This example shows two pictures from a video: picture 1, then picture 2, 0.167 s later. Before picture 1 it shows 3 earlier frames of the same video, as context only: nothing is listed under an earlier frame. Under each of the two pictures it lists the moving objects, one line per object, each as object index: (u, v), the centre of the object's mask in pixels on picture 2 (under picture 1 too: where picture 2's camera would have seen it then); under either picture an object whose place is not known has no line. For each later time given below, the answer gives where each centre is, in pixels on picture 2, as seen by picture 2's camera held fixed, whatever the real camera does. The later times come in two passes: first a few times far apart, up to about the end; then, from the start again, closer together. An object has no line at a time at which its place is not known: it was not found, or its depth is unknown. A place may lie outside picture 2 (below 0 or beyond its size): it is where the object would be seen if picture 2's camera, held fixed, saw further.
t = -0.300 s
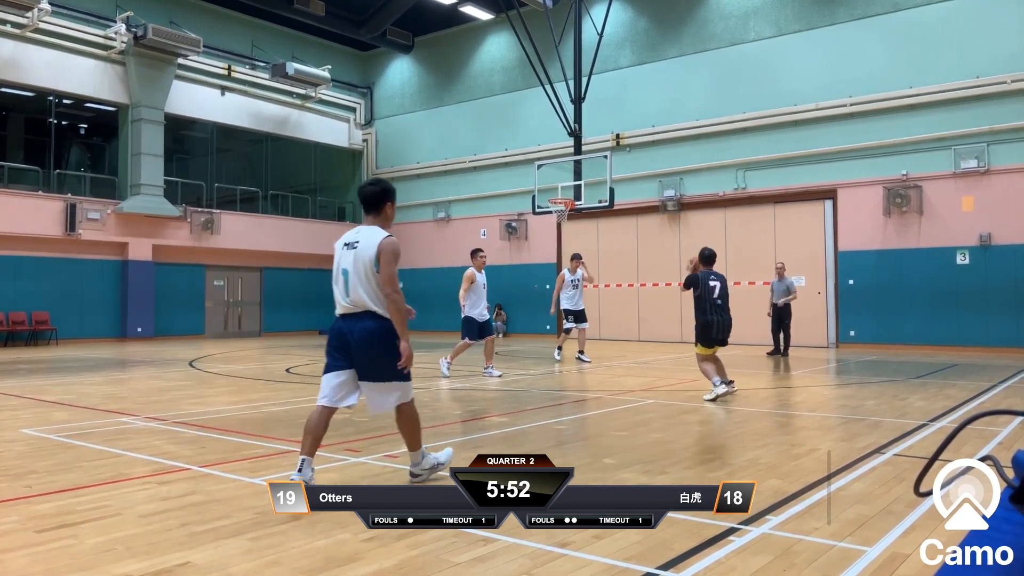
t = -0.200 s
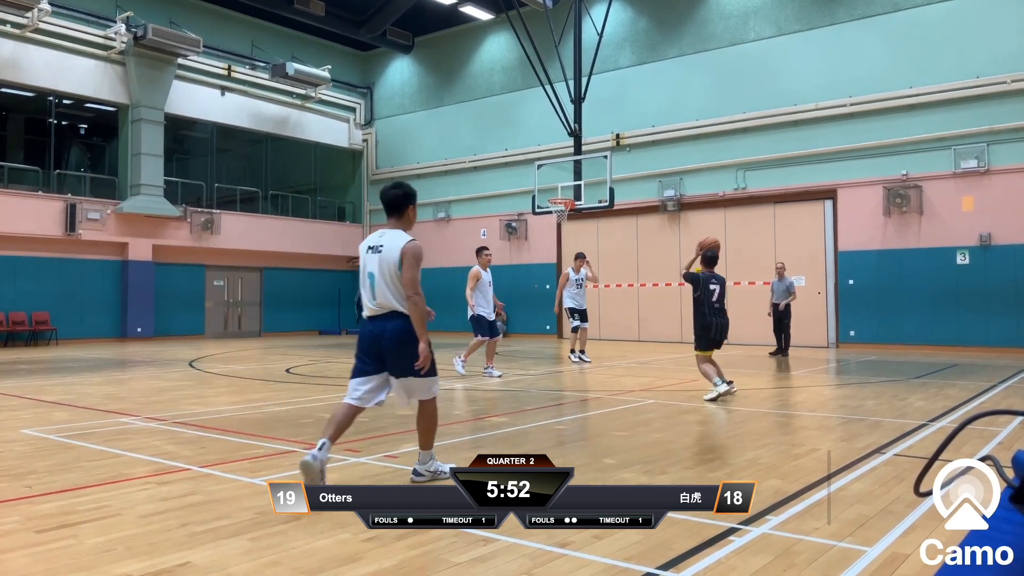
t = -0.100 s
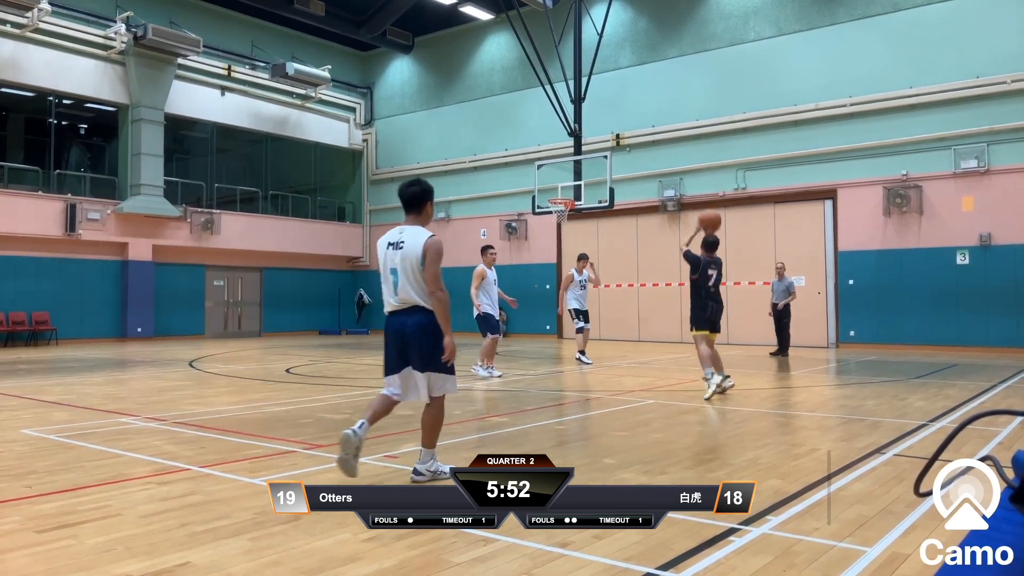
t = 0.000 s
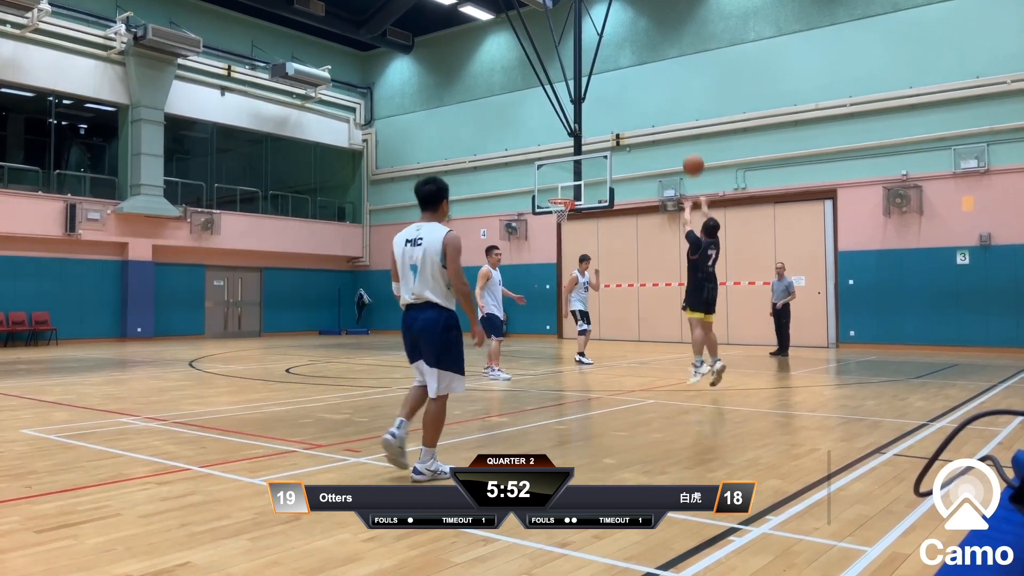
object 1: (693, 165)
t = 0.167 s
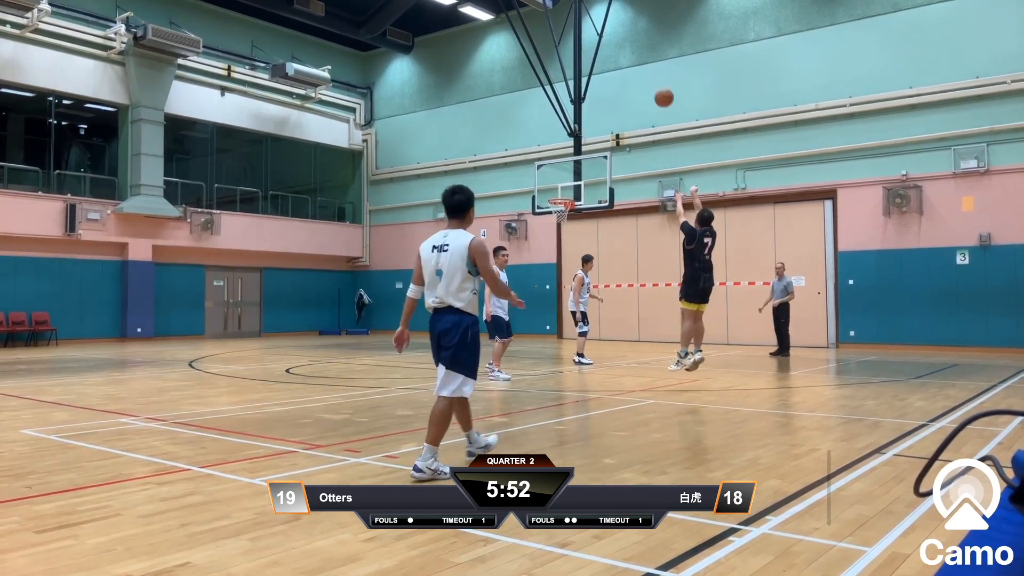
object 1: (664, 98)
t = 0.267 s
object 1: (649, 71)
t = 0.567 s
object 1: (613, 44)
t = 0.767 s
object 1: (594, 57)
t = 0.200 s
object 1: (659, 88)
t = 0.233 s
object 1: (654, 79)
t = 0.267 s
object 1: (649, 71)
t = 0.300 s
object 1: (645, 65)
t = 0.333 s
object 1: (640, 59)
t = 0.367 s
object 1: (636, 54)
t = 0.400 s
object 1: (632, 50)
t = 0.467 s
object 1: (624, 46)
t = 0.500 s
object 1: (620, 44)
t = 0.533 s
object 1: (617, 44)
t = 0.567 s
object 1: (613, 44)
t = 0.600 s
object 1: (610, 44)
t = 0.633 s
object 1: (606, 46)
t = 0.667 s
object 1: (603, 48)
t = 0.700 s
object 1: (600, 50)
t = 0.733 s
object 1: (597, 54)
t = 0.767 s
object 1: (594, 57)
